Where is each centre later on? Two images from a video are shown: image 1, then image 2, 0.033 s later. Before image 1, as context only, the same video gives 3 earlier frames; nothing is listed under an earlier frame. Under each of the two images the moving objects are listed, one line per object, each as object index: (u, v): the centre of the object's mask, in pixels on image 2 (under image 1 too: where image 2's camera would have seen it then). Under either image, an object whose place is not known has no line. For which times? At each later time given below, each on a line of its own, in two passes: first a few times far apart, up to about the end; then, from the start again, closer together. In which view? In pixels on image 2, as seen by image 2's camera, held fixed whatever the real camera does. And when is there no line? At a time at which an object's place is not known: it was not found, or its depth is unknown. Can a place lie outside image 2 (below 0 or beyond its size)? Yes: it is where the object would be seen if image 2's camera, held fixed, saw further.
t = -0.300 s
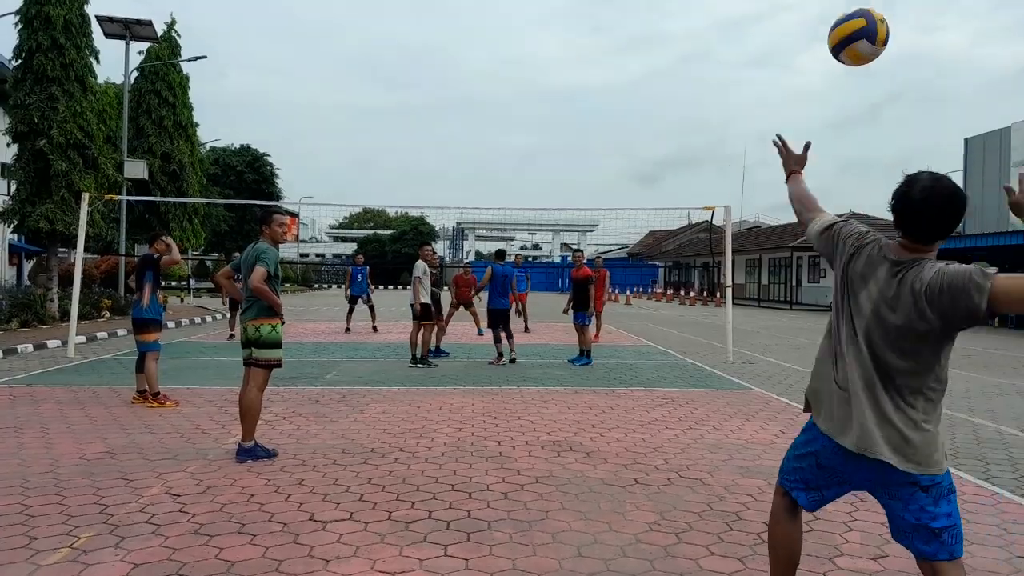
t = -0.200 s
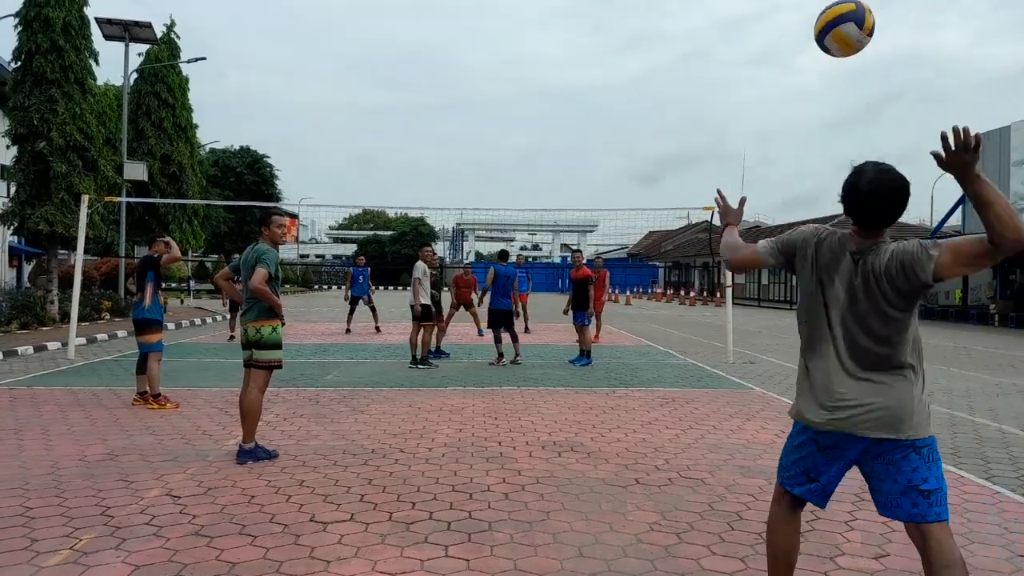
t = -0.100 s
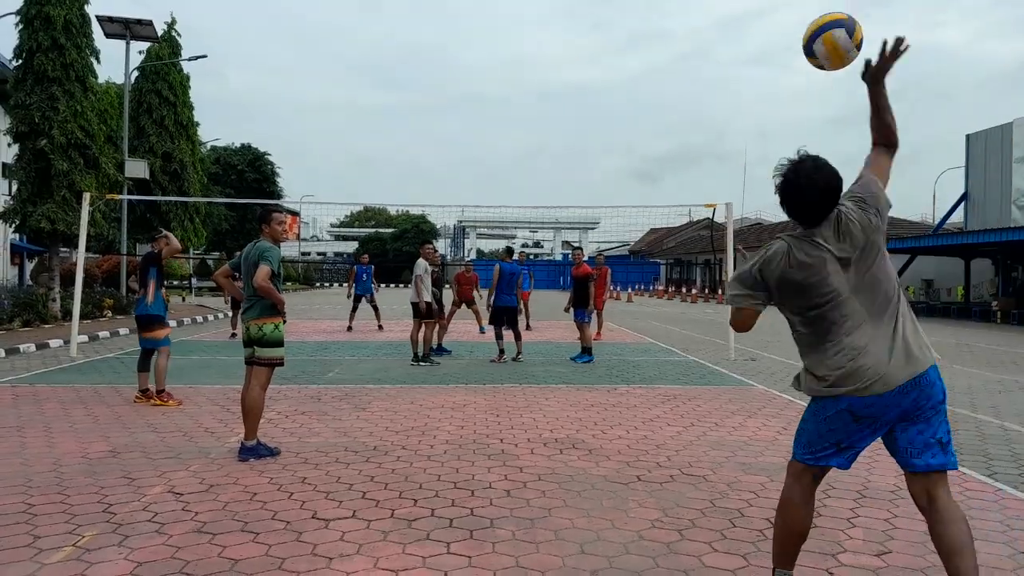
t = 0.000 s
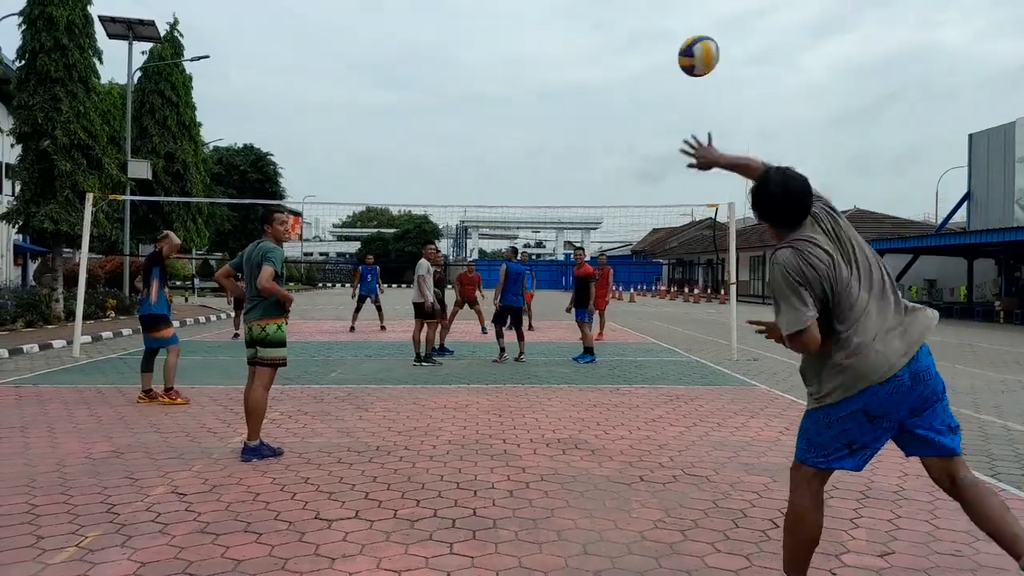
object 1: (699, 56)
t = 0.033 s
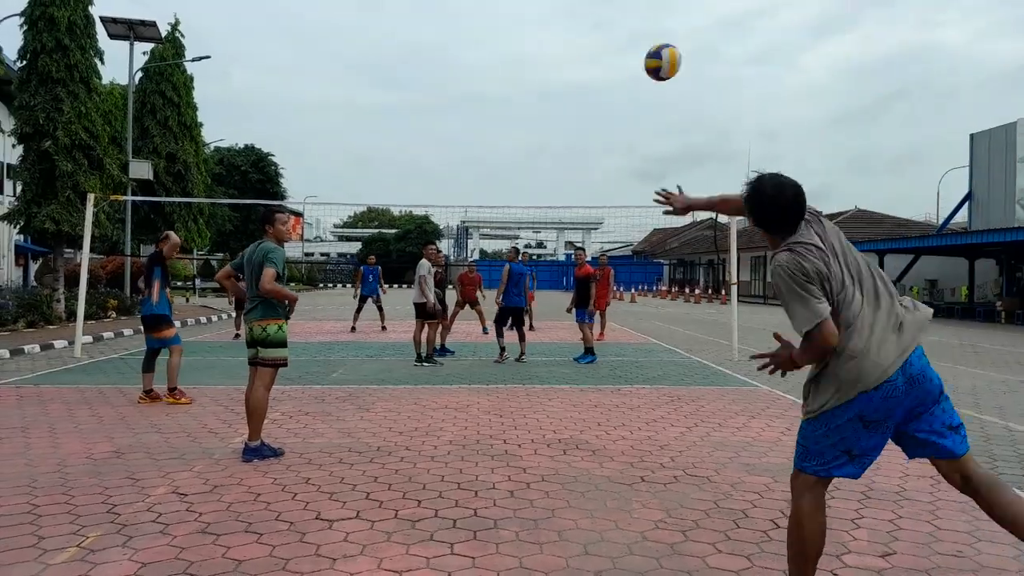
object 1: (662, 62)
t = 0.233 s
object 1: (537, 111)
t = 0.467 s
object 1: (475, 169)
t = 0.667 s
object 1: (446, 214)
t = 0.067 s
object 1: (632, 69)
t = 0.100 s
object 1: (607, 77)
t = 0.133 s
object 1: (586, 86)
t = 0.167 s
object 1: (567, 94)
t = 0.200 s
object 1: (551, 103)
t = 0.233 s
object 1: (537, 111)
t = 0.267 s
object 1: (525, 120)
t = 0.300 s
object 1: (515, 128)
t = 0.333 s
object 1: (505, 137)
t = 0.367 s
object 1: (497, 145)
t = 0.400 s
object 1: (489, 153)
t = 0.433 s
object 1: (481, 161)
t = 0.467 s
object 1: (475, 169)
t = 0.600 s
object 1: (453, 201)
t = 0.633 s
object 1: (449, 207)
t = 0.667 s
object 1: (446, 214)
